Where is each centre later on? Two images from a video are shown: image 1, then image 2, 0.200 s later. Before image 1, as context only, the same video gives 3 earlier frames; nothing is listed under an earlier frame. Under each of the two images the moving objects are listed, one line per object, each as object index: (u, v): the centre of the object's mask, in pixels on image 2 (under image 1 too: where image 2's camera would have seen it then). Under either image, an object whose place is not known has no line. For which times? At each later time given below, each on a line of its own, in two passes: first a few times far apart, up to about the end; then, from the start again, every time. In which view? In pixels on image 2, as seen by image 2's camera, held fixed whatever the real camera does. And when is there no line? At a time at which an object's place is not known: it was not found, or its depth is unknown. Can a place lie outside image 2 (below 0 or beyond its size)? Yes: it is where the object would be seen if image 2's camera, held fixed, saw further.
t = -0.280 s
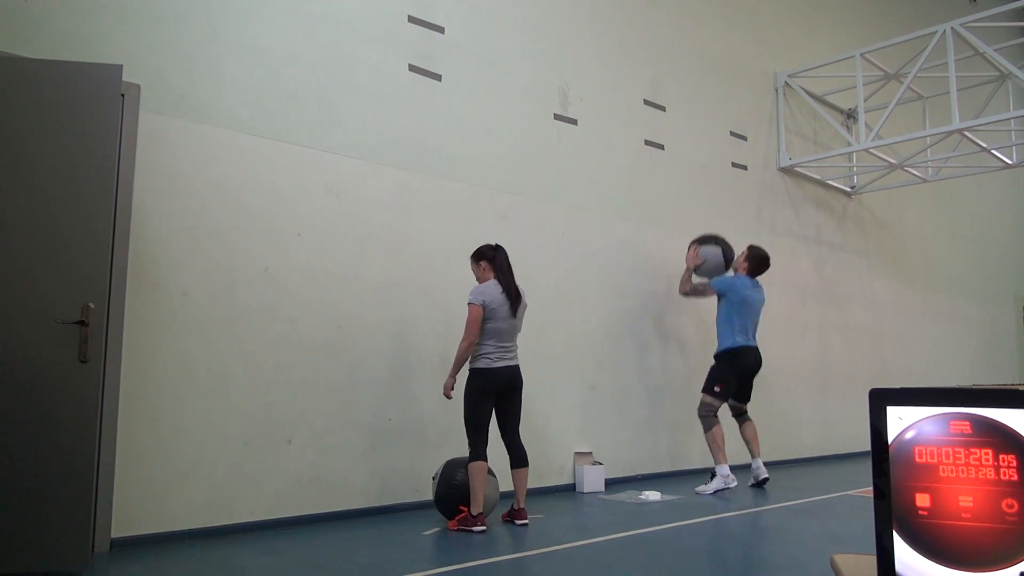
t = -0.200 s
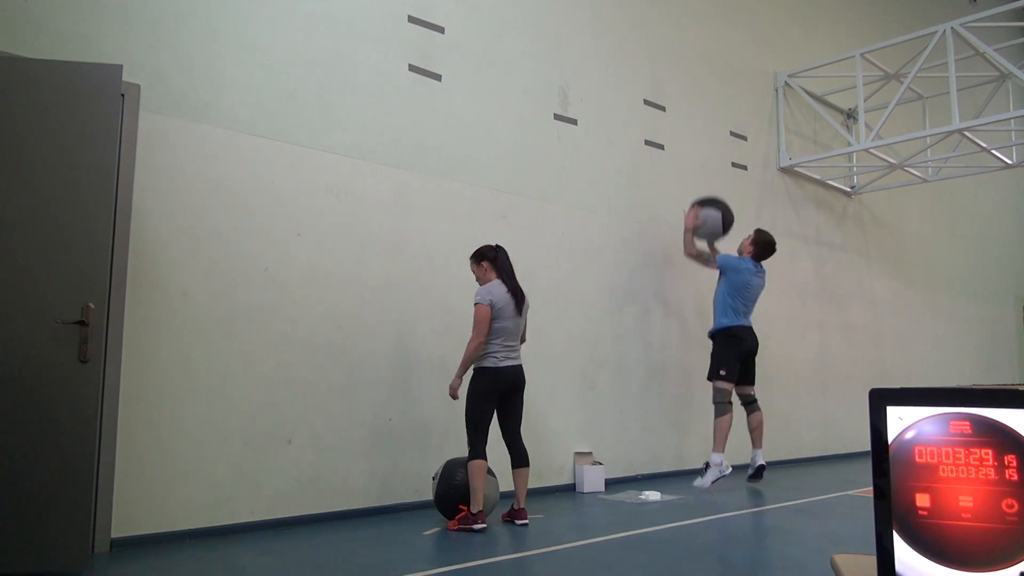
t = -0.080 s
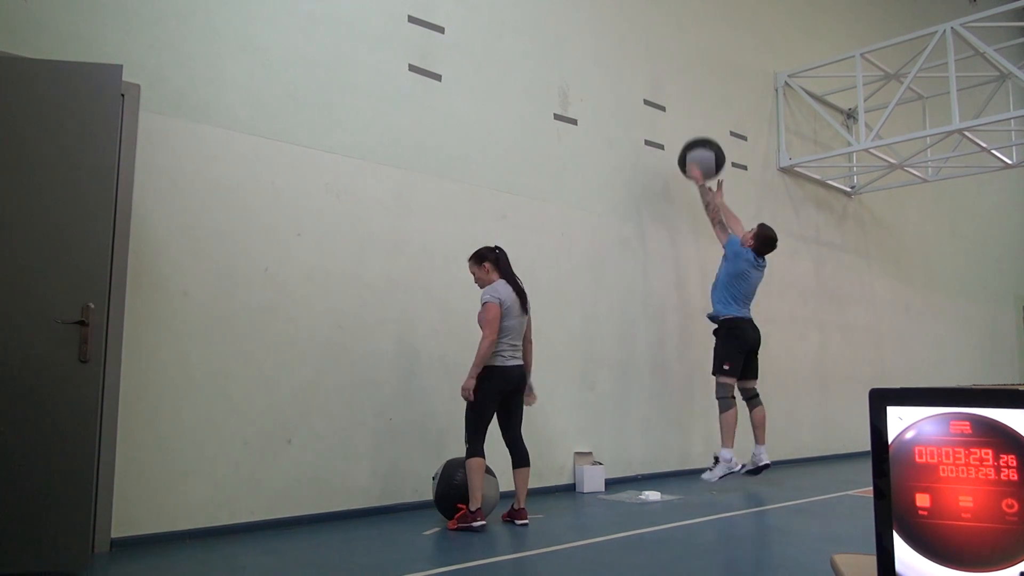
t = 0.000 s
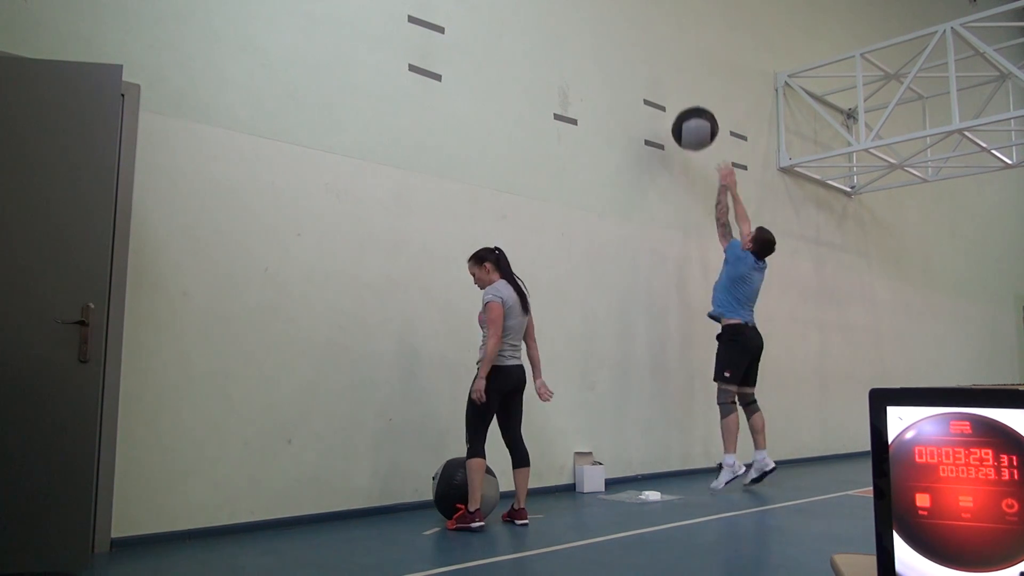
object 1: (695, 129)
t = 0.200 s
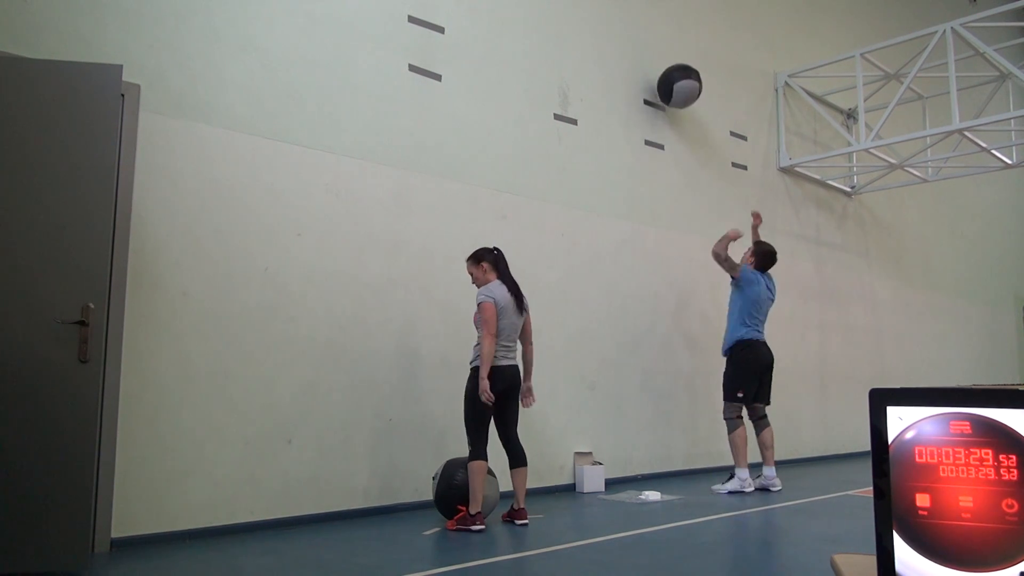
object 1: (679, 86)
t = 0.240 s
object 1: (676, 83)
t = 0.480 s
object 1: (678, 99)
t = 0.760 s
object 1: (694, 202)
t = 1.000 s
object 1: (711, 378)
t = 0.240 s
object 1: (676, 83)
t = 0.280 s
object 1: (674, 82)
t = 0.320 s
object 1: (671, 83)
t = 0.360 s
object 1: (672, 85)
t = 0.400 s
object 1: (674, 88)
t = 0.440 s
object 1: (676, 93)
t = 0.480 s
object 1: (678, 99)
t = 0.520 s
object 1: (680, 108)
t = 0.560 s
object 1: (682, 119)
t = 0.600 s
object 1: (685, 131)
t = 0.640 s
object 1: (687, 145)
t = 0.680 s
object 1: (690, 162)
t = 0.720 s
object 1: (692, 181)
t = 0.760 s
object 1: (694, 202)
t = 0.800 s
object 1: (697, 225)
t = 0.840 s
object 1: (700, 251)
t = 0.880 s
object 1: (702, 279)
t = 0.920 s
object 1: (705, 309)
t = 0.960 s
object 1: (708, 342)
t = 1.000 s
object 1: (711, 378)
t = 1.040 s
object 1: (714, 417)
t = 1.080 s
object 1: (717, 458)
